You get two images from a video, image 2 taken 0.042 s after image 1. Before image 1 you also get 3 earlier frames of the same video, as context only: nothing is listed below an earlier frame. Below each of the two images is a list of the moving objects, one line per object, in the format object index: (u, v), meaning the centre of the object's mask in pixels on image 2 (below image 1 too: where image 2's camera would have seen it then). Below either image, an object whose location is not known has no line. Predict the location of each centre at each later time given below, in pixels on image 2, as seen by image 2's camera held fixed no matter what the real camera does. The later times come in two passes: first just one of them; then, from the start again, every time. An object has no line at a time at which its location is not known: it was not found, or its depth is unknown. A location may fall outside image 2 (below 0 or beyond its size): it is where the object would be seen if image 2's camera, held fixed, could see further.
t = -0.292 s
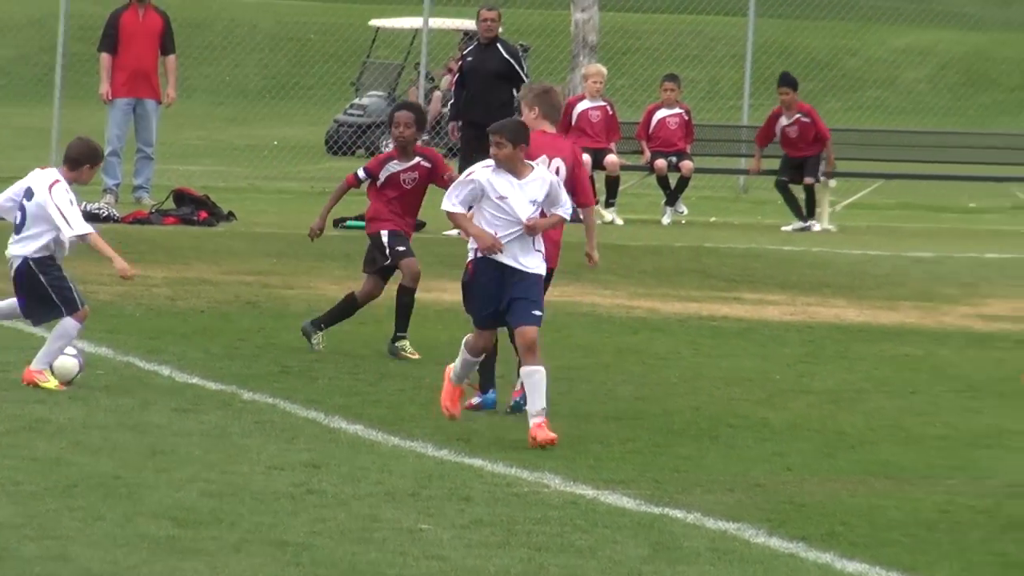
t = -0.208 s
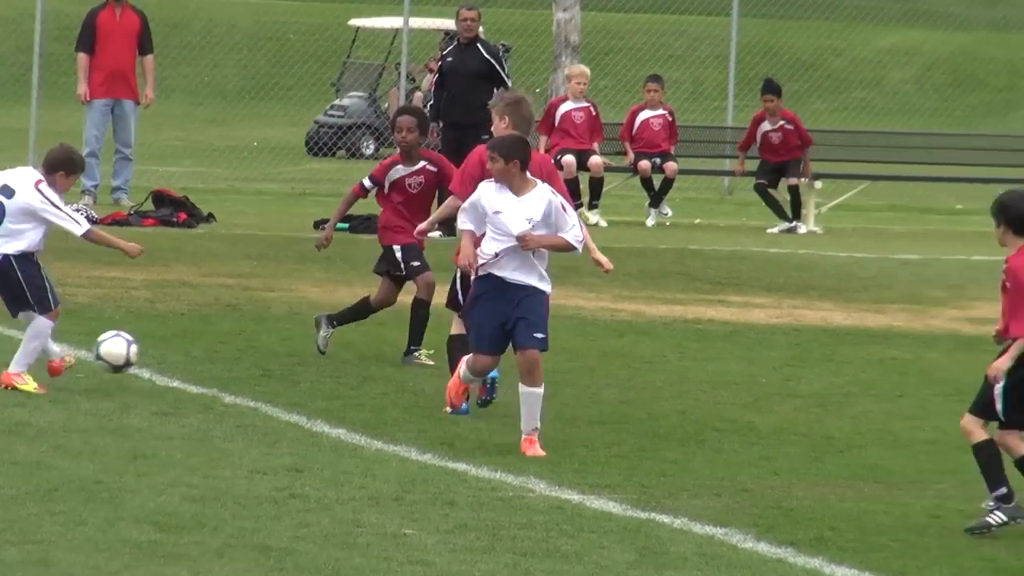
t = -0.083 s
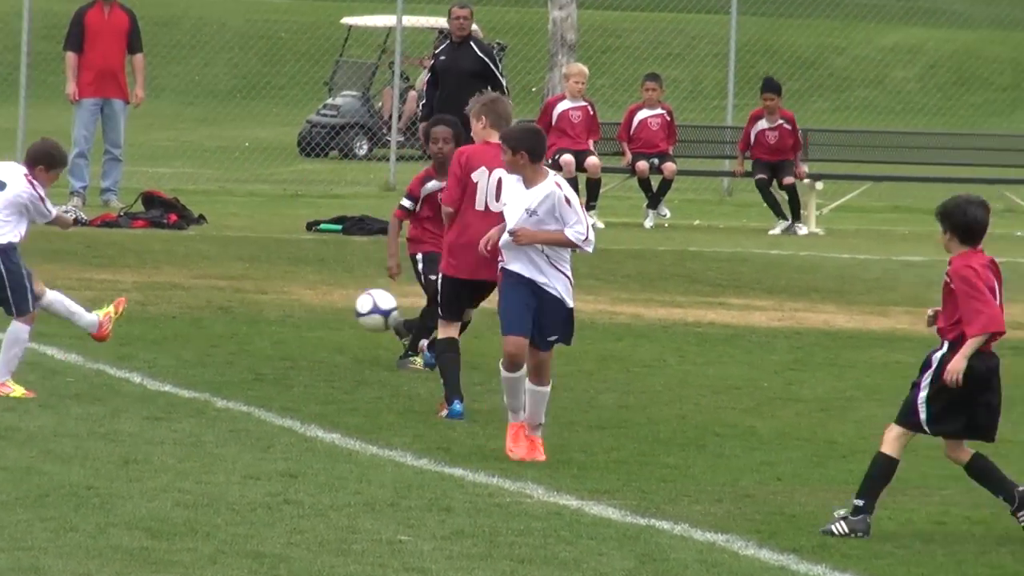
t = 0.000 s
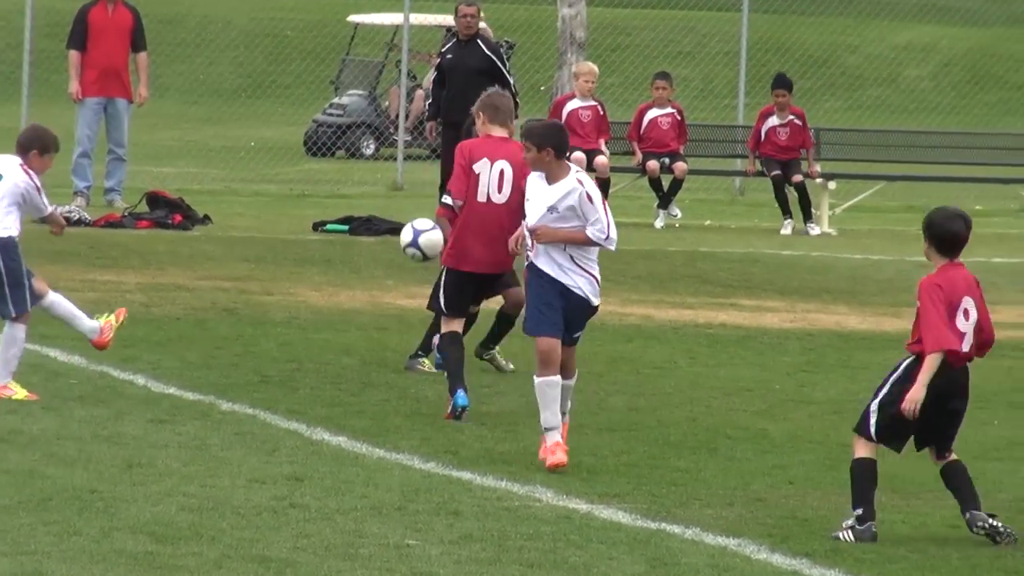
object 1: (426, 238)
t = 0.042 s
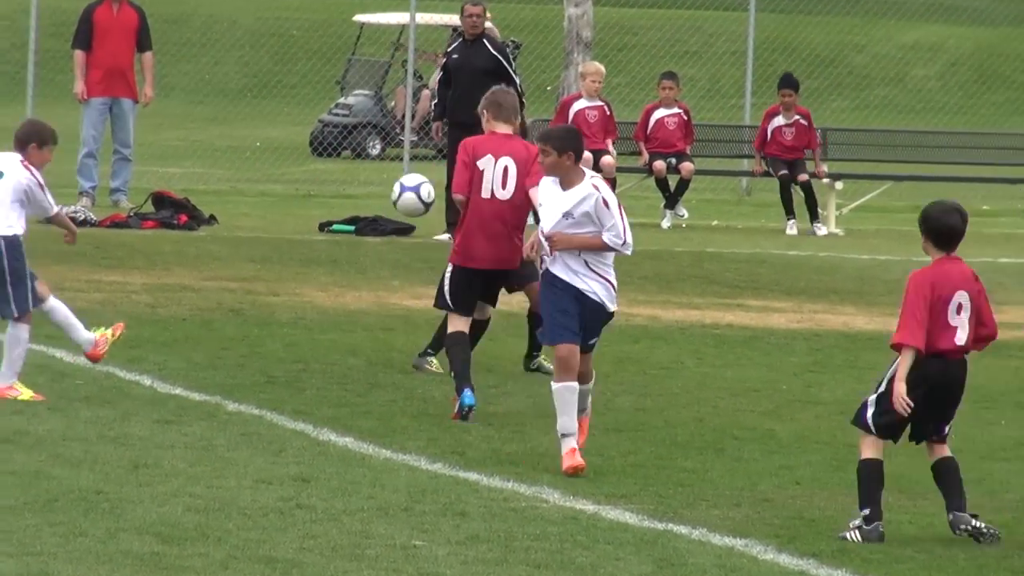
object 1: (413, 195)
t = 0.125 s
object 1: (380, 120)
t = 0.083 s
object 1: (399, 156)
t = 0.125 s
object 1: (380, 120)
